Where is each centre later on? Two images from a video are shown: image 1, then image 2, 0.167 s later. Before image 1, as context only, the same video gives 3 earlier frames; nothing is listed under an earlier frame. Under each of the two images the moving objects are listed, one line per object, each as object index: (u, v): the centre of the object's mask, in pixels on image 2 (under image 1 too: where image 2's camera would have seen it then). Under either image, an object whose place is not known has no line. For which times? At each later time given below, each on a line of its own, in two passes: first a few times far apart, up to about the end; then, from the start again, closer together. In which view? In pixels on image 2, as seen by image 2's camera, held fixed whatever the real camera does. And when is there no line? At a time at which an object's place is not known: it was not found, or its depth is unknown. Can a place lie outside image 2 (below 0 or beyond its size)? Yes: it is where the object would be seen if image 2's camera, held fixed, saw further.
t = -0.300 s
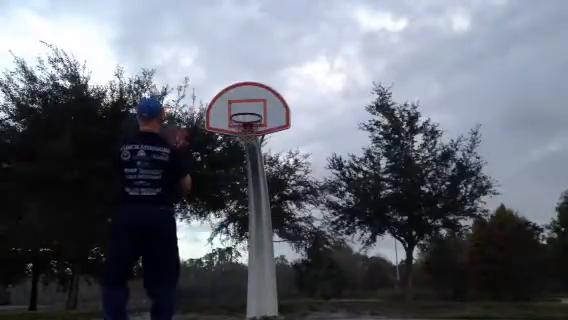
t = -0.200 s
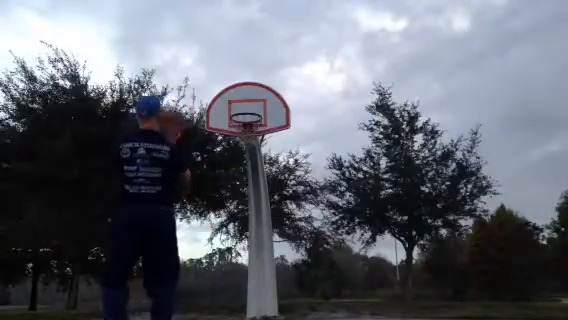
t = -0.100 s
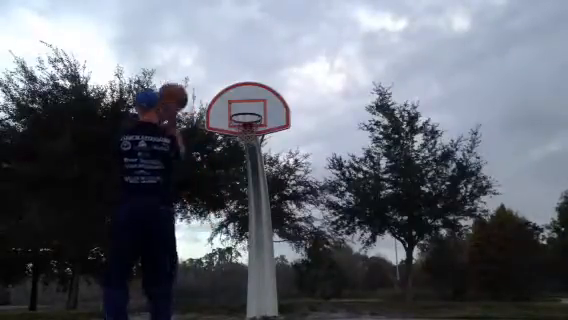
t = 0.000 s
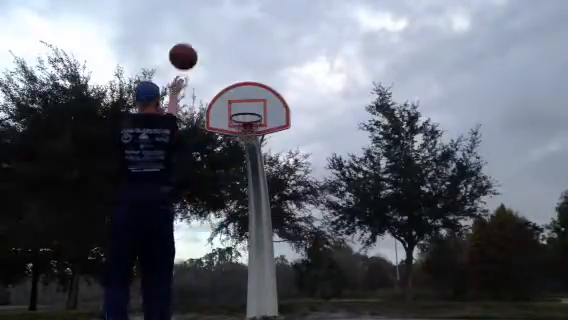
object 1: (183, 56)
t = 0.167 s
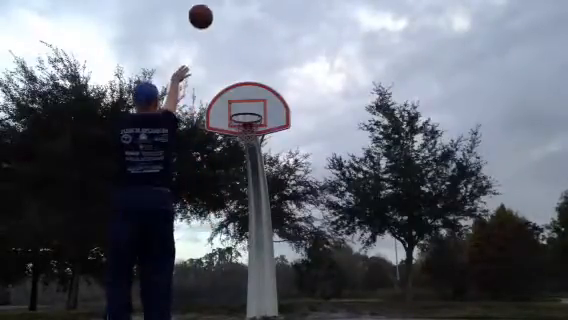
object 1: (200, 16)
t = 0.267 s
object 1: (209, 9)
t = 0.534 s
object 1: (227, 24)
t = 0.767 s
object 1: (239, 72)
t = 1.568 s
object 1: (245, 227)
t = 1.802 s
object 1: (245, 305)
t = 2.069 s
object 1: (245, 232)
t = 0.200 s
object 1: (203, 12)
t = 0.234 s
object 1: (206, 10)
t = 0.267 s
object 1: (209, 9)
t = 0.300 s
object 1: (211, 8)
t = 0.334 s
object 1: (214, 8)
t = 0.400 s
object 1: (218, 10)
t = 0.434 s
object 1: (221, 12)
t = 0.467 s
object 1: (223, 15)
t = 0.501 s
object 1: (225, 19)
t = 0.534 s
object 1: (227, 24)
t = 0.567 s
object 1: (229, 29)
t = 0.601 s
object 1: (230, 35)
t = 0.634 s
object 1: (232, 42)
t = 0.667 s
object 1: (234, 49)
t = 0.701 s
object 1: (236, 56)
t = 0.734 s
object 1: (237, 64)
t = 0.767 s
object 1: (239, 72)
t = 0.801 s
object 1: (240, 82)
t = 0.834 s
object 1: (242, 92)
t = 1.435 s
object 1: (246, 184)
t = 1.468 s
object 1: (250, 194)
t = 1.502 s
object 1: (247, 199)
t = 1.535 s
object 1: (246, 217)
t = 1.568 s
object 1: (245, 227)
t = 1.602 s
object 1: (245, 239)
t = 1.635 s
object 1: (245, 254)
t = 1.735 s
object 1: (245, 300)
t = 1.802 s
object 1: (245, 305)
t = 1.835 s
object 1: (245, 295)
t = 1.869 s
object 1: (248, 282)
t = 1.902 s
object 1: (246, 272)
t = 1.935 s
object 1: (246, 263)
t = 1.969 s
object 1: (245, 254)
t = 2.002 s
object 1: (245, 246)
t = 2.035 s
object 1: (246, 239)
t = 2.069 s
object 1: (245, 232)
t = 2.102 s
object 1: (246, 226)
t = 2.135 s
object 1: (246, 223)
